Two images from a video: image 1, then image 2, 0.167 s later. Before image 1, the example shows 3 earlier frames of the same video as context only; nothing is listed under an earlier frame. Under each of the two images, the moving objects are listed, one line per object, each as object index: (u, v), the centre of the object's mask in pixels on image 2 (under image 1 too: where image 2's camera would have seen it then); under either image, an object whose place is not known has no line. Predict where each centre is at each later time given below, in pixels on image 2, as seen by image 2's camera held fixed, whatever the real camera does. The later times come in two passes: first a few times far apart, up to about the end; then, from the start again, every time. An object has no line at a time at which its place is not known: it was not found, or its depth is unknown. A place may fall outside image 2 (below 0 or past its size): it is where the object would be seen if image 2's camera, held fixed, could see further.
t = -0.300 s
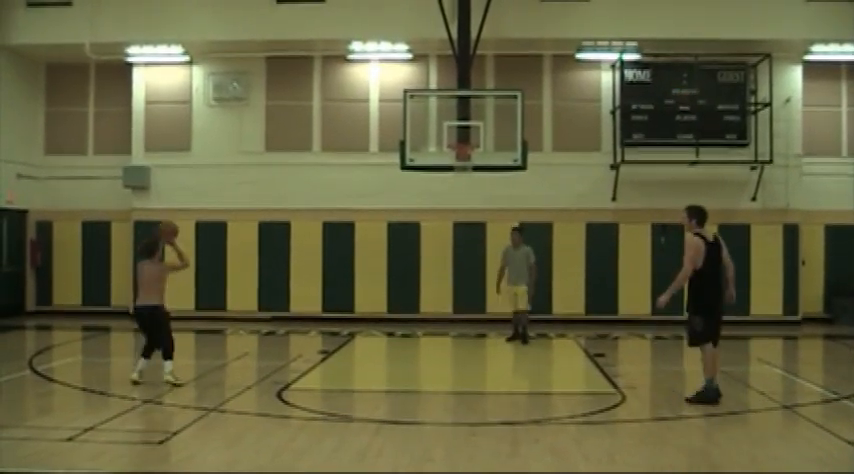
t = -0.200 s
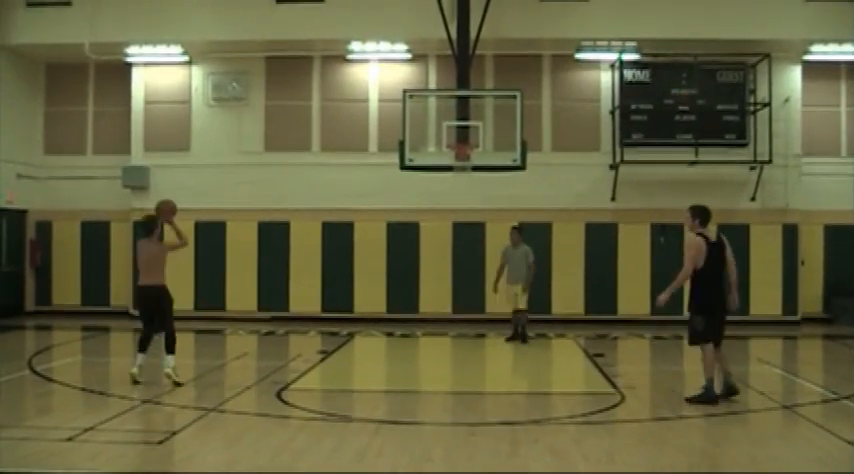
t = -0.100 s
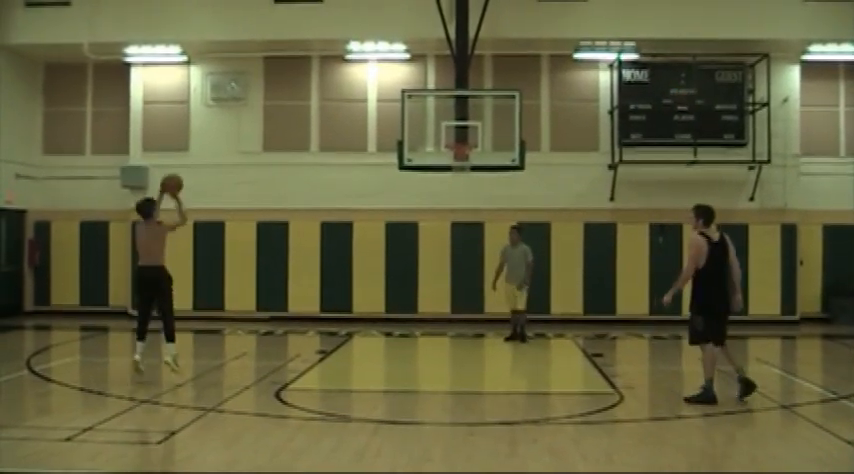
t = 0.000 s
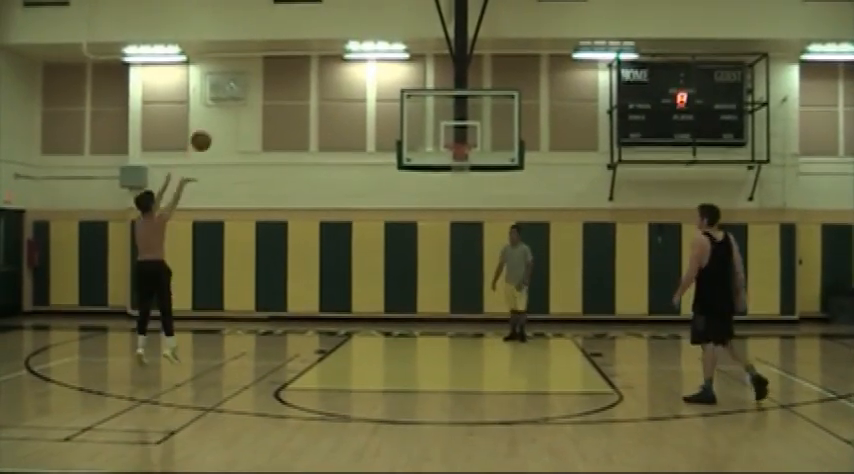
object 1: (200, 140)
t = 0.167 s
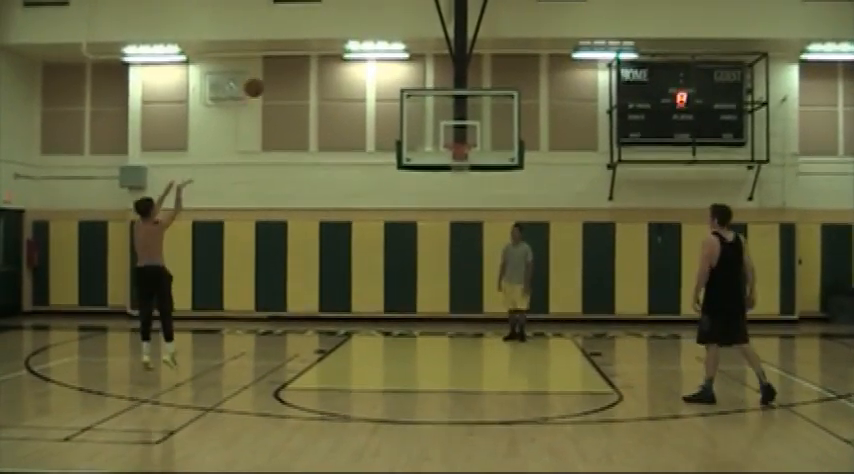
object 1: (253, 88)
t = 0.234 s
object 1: (273, 74)
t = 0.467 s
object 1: (336, 54)
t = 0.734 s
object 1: (399, 79)
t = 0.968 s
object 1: (446, 135)
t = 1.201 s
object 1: (470, 129)
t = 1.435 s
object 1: (484, 134)
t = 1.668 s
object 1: (499, 176)
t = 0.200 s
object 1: (263, 81)
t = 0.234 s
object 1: (273, 74)
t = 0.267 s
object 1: (283, 71)
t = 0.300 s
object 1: (293, 66)
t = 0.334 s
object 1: (302, 60)
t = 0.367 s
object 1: (310, 57)
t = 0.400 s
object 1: (319, 56)
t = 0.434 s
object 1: (329, 55)
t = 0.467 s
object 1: (336, 54)
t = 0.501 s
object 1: (344, 54)
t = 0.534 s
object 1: (352, 56)
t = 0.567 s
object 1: (361, 58)
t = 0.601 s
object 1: (369, 60)
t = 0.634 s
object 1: (377, 64)
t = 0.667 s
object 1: (384, 68)
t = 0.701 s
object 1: (392, 73)
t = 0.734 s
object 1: (399, 79)
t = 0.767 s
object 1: (406, 86)
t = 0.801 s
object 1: (414, 92)
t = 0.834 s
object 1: (420, 99)
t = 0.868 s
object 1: (427, 107)
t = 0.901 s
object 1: (433, 116)
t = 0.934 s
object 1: (440, 125)
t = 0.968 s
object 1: (446, 135)
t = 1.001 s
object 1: (448, 137)
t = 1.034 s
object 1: (455, 136)
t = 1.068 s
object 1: (458, 135)
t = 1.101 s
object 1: (459, 135)
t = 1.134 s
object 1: (462, 133)
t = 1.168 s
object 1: (467, 128)
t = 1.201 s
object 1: (470, 129)
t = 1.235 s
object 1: (472, 128)
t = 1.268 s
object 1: (474, 128)
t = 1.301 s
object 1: (476, 127)
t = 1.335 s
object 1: (478, 128)
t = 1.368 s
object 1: (480, 129)
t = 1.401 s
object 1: (481, 131)
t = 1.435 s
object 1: (484, 134)
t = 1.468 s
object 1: (485, 137)
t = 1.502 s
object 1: (488, 142)
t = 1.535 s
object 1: (490, 147)
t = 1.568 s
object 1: (492, 153)
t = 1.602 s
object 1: (494, 161)
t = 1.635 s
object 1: (496, 167)
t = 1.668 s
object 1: (499, 176)
